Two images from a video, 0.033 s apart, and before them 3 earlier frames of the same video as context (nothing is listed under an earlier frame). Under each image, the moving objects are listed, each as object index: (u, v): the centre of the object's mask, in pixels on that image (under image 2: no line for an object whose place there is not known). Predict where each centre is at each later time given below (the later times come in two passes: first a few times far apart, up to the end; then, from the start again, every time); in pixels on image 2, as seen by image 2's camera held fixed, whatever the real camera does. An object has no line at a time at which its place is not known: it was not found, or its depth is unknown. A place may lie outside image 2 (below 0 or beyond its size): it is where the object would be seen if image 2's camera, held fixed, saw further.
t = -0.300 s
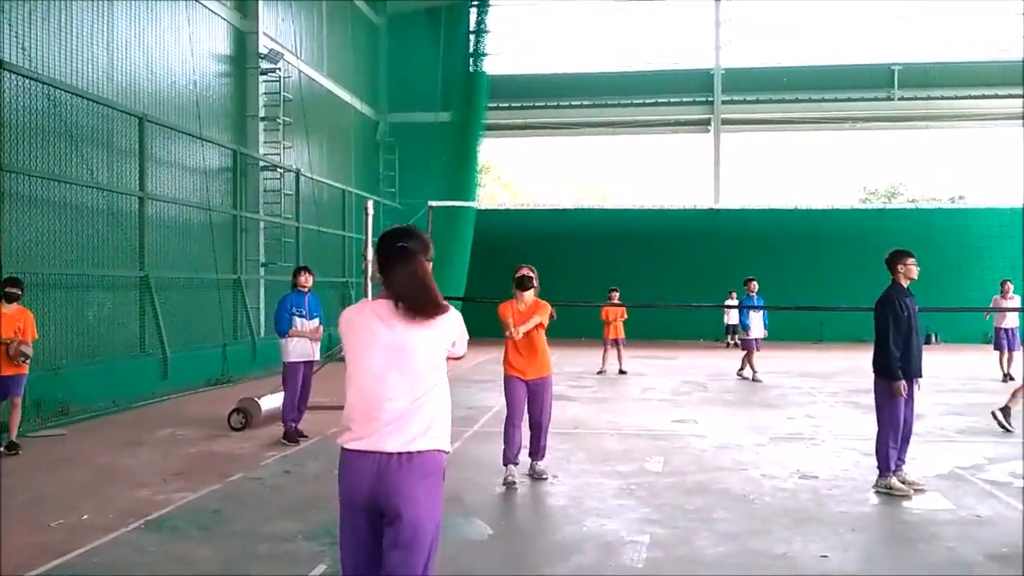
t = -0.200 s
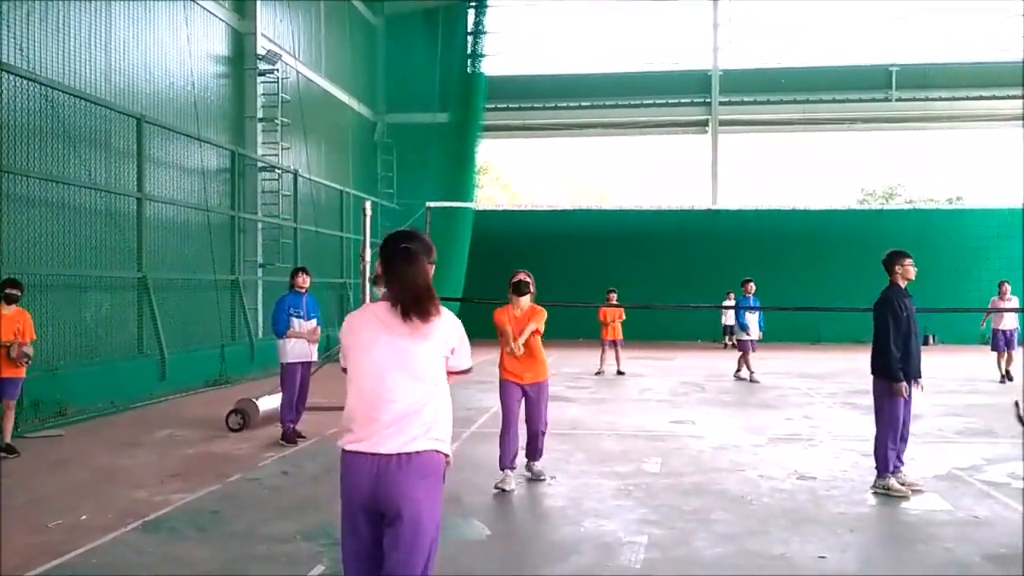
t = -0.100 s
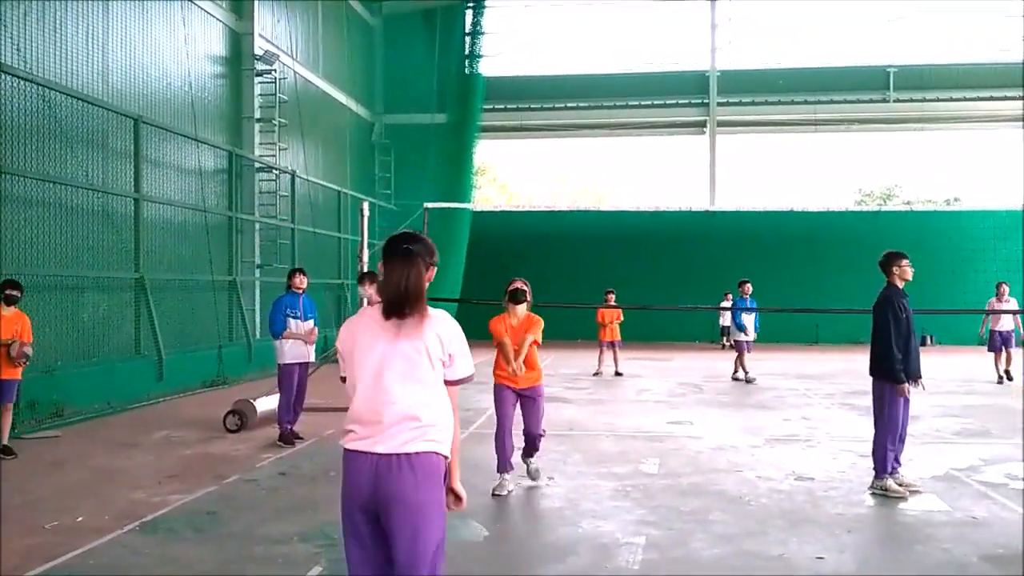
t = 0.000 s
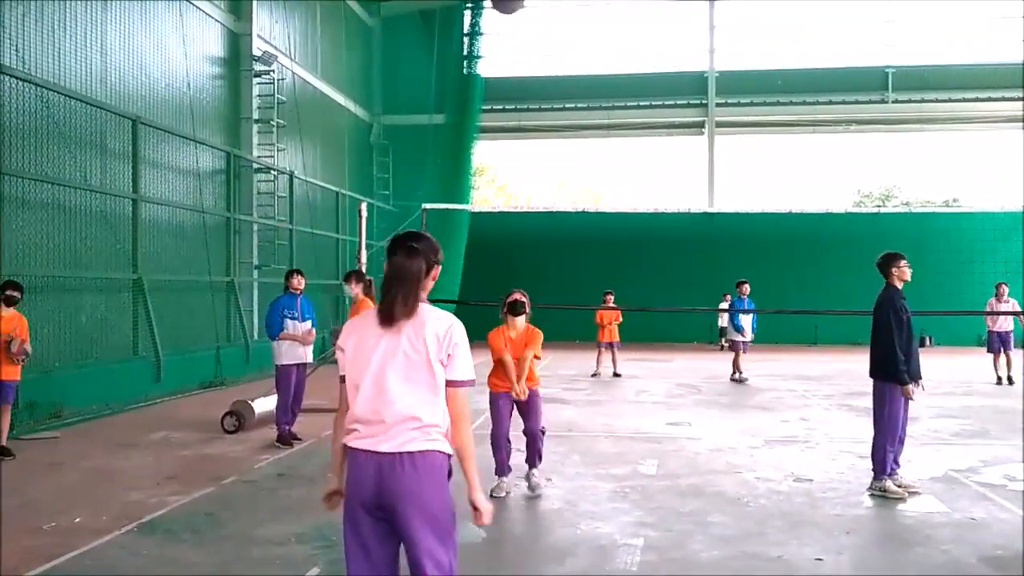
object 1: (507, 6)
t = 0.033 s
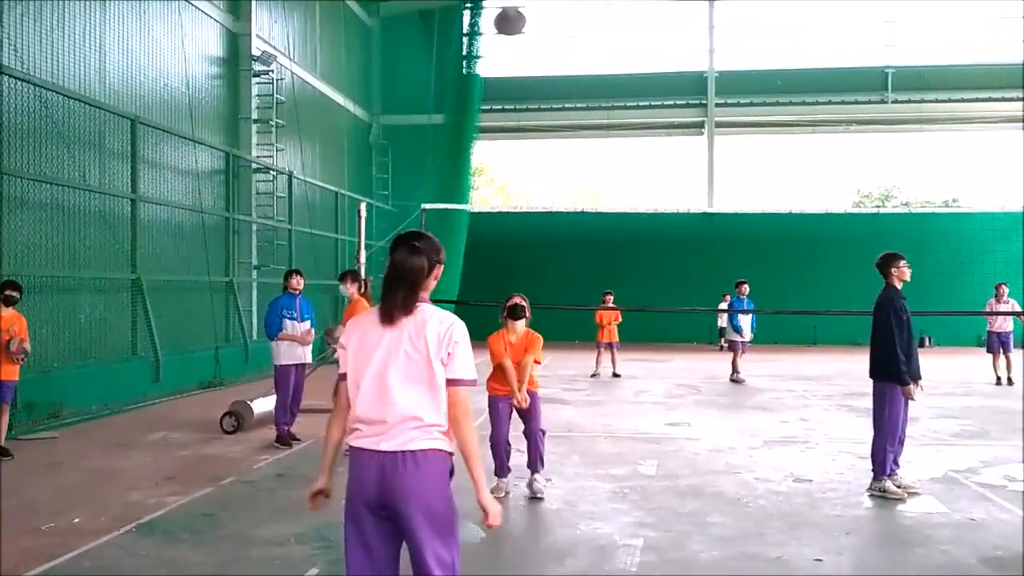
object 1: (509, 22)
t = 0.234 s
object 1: (523, 182)
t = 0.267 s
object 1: (525, 214)
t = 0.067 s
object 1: (512, 46)
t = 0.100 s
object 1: (515, 74)
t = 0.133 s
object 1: (517, 95)
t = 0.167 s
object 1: (519, 123)
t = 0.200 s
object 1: (520, 153)
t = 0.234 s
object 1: (523, 182)
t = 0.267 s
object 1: (525, 214)
